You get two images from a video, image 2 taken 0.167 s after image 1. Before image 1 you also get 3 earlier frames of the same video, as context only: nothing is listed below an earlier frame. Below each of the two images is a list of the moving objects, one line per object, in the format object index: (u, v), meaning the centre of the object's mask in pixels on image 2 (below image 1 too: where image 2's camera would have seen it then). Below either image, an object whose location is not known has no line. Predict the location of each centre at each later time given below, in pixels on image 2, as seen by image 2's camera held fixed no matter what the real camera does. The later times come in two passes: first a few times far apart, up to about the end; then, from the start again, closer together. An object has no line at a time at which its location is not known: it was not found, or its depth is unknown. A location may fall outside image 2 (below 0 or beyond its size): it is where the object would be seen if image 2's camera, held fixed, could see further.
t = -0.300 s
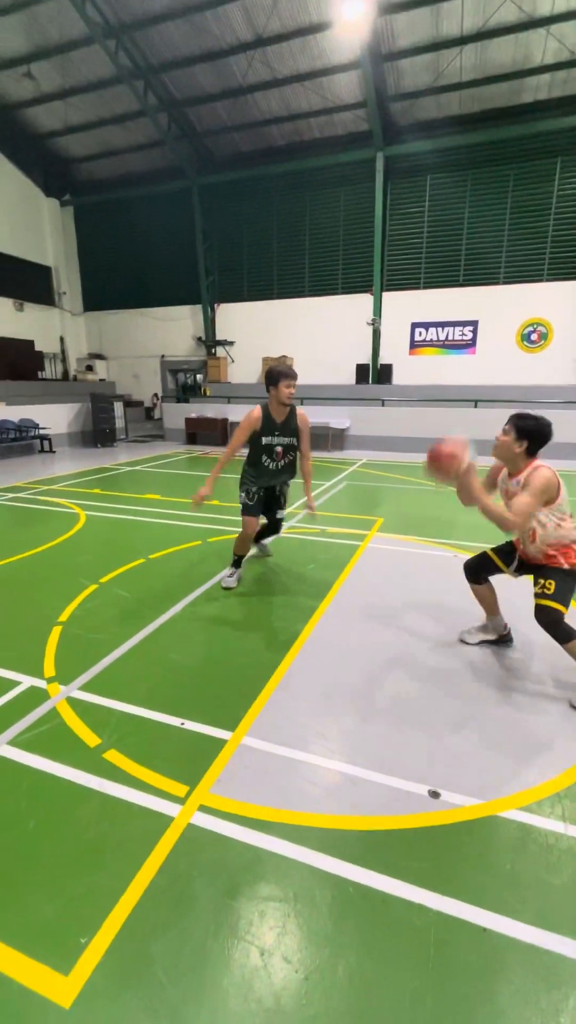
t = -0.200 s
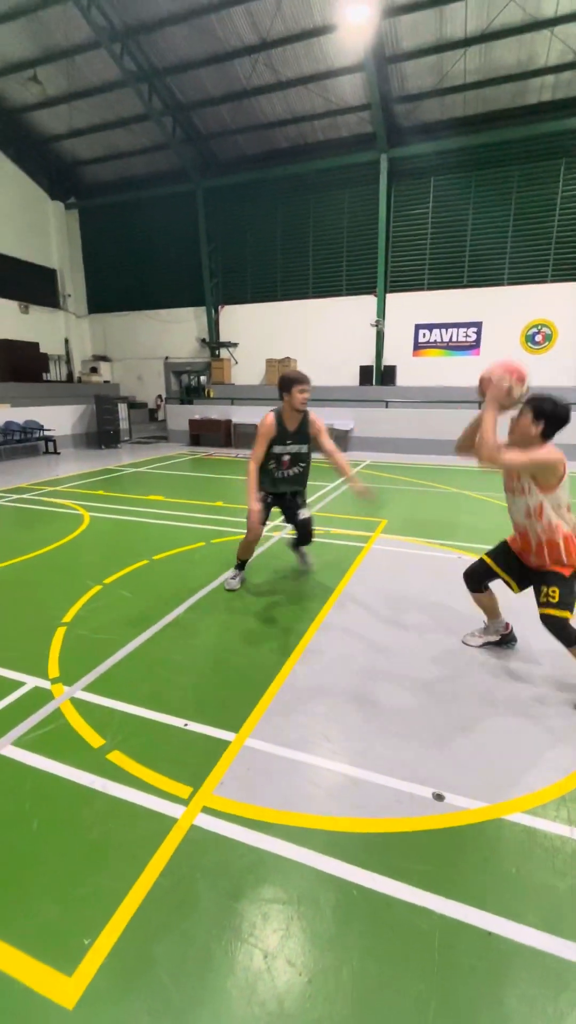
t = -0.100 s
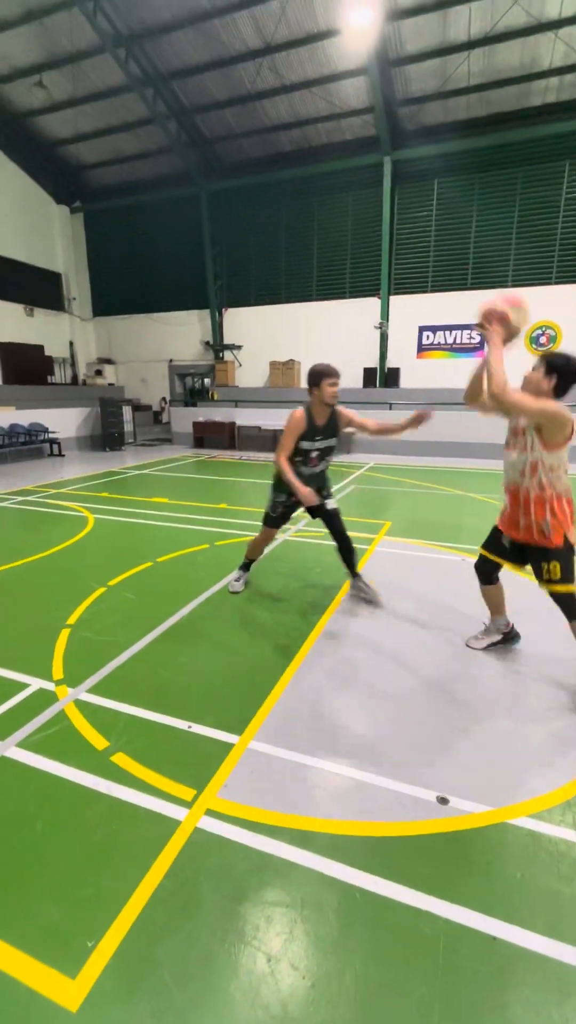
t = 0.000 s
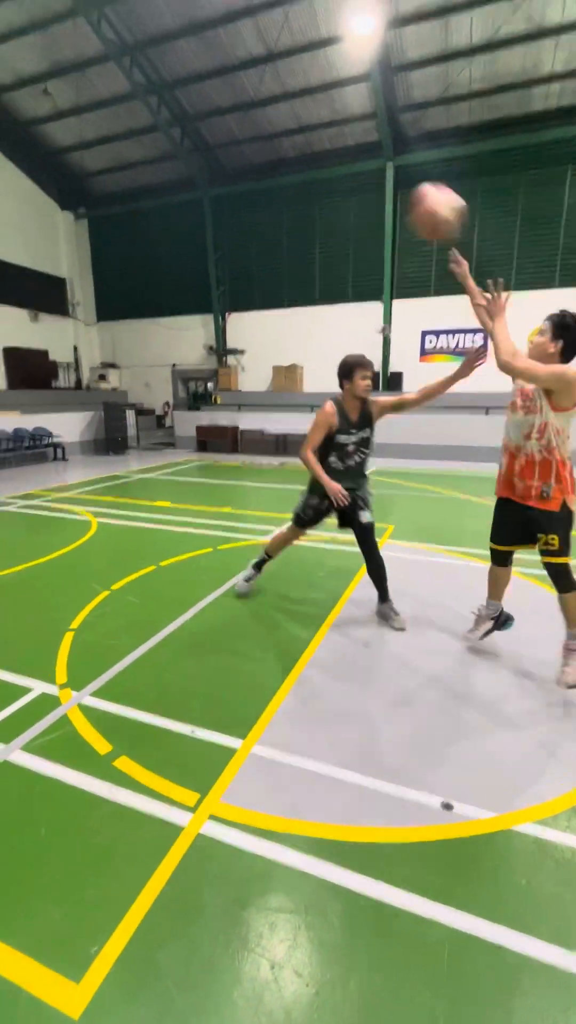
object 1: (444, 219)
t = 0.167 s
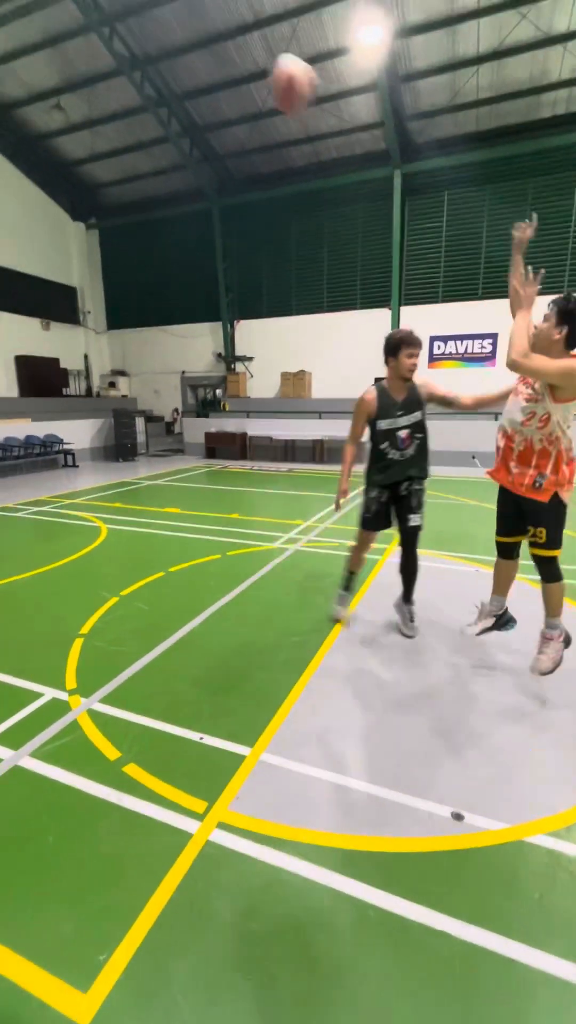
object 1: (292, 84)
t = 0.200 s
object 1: (265, 67)
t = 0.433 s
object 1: (106, 22)
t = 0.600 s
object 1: (29, 56)
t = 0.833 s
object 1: (-52, 152)
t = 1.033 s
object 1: (-57, 230)
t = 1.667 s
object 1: (-178, 300)
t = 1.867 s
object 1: (-168, 432)
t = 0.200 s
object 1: (265, 67)
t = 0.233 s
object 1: (238, 53)
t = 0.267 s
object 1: (214, 39)
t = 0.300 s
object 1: (190, 33)
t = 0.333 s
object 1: (166, 27)
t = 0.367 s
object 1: (144, 23)
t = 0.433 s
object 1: (106, 22)
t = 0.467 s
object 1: (90, 28)
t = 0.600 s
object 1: (29, 56)
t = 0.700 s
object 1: (-10, 93)
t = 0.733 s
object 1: (-21, 107)
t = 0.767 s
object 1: (-33, 121)
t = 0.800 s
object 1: (-42, 136)
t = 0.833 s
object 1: (-52, 152)
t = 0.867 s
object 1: (-60, 173)
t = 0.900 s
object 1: (-68, 187)
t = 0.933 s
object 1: (-77, 204)
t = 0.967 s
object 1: (-83, 218)
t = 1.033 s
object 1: (-57, 230)
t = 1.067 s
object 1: (-69, 220)
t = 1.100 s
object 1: (-81, 215)
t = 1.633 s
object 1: (-180, 281)
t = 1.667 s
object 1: (-178, 300)
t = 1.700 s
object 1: (-176, 319)
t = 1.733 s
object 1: (-173, 339)
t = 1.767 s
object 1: (-172, 361)
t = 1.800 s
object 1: (-172, 383)
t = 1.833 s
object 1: (-171, 408)
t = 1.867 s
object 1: (-168, 432)
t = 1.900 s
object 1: (-166, 459)
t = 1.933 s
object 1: (-166, 491)
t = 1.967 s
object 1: (-160, 521)
